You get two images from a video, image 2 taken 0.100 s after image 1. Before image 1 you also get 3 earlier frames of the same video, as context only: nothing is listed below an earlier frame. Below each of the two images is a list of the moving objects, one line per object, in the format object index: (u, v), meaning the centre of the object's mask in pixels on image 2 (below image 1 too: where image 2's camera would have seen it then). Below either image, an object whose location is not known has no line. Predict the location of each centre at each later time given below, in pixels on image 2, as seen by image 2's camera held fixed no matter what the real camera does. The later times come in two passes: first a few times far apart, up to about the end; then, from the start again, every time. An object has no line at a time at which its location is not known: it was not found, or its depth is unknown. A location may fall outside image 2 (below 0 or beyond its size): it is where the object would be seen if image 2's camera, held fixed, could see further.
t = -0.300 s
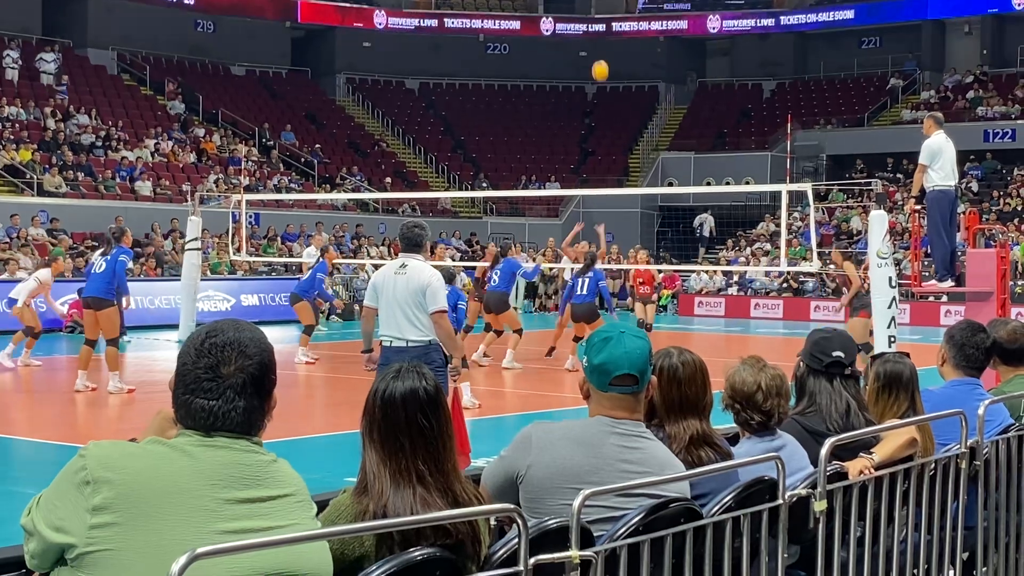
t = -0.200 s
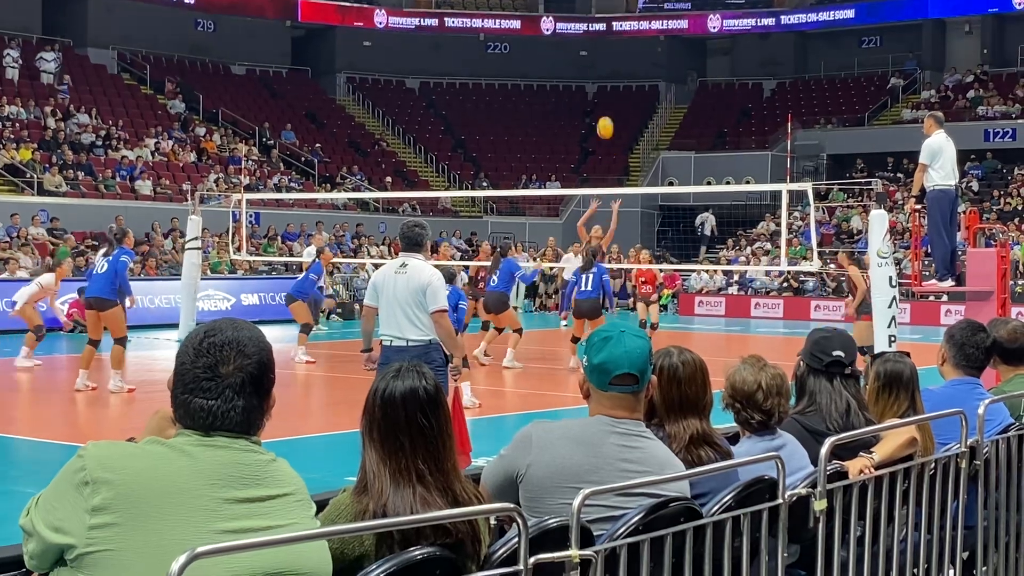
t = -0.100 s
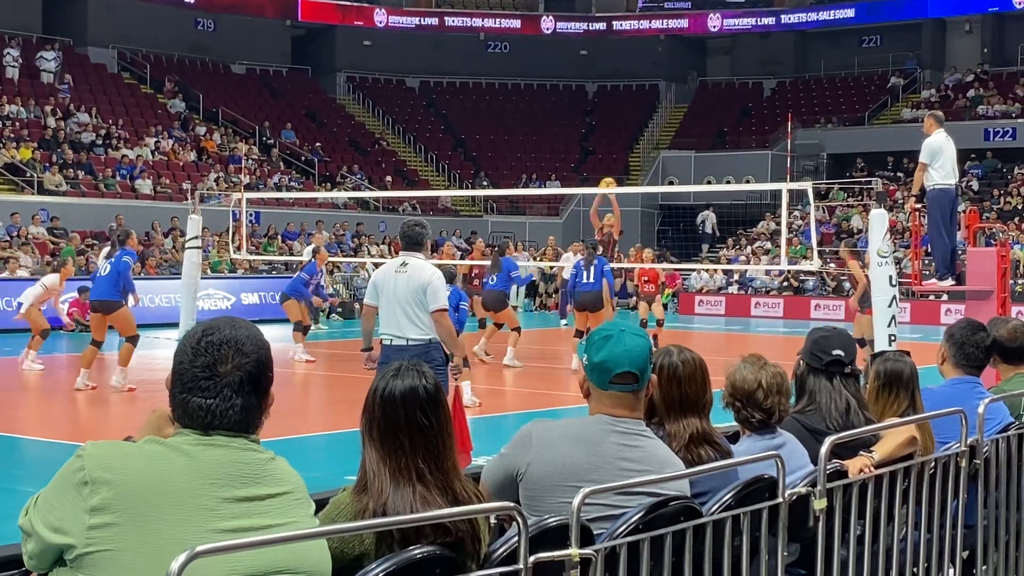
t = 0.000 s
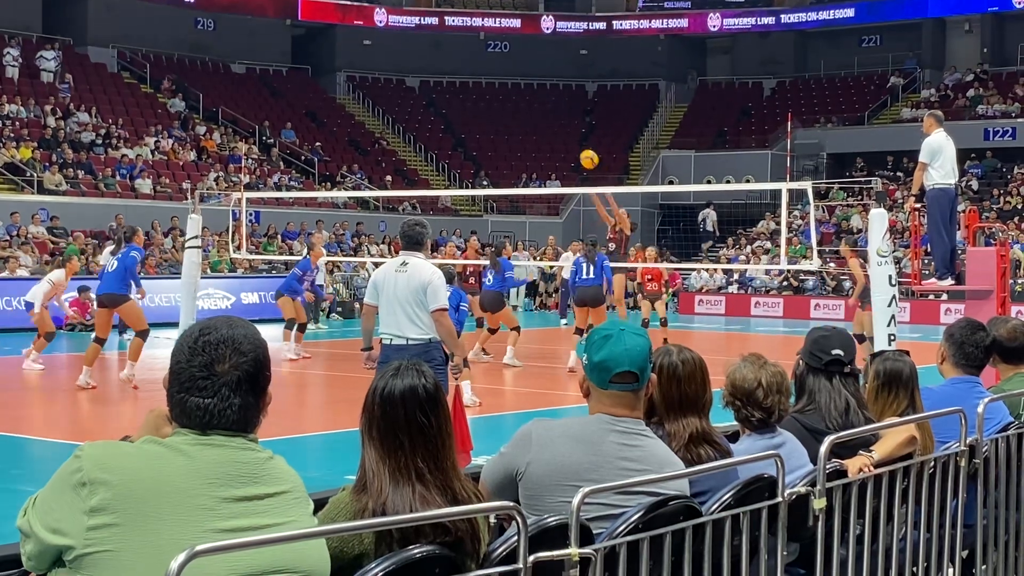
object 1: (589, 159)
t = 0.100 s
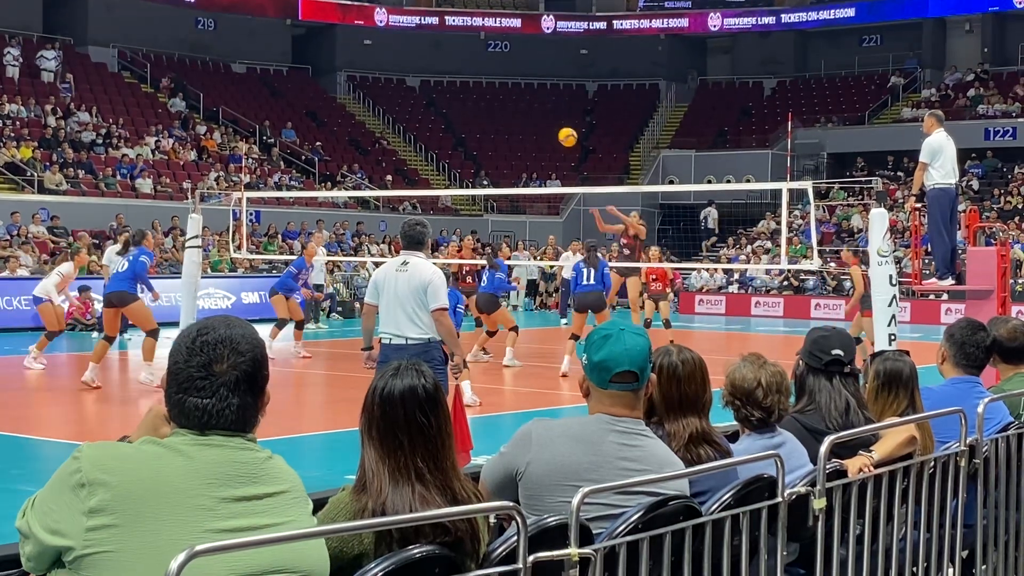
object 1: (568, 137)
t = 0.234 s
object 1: (536, 120)
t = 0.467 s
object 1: (472, 124)
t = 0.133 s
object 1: (560, 131)
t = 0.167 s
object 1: (552, 127)
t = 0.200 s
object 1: (544, 123)
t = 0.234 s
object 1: (536, 120)
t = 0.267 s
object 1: (528, 118)
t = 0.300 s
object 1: (519, 116)
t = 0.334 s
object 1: (510, 116)
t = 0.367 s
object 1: (501, 117)
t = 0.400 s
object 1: (491, 118)
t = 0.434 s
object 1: (482, 121)
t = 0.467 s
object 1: (472, 124)
